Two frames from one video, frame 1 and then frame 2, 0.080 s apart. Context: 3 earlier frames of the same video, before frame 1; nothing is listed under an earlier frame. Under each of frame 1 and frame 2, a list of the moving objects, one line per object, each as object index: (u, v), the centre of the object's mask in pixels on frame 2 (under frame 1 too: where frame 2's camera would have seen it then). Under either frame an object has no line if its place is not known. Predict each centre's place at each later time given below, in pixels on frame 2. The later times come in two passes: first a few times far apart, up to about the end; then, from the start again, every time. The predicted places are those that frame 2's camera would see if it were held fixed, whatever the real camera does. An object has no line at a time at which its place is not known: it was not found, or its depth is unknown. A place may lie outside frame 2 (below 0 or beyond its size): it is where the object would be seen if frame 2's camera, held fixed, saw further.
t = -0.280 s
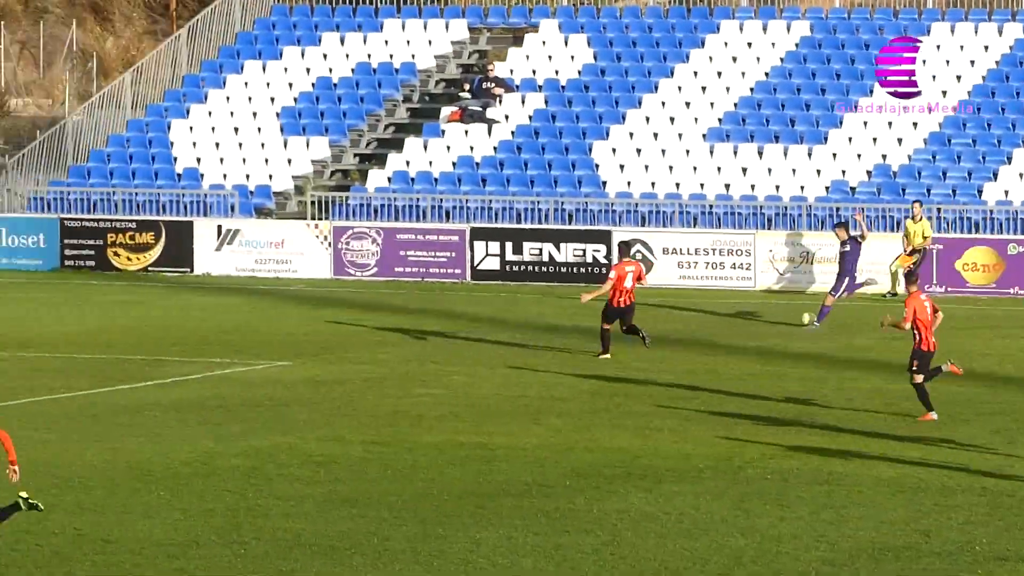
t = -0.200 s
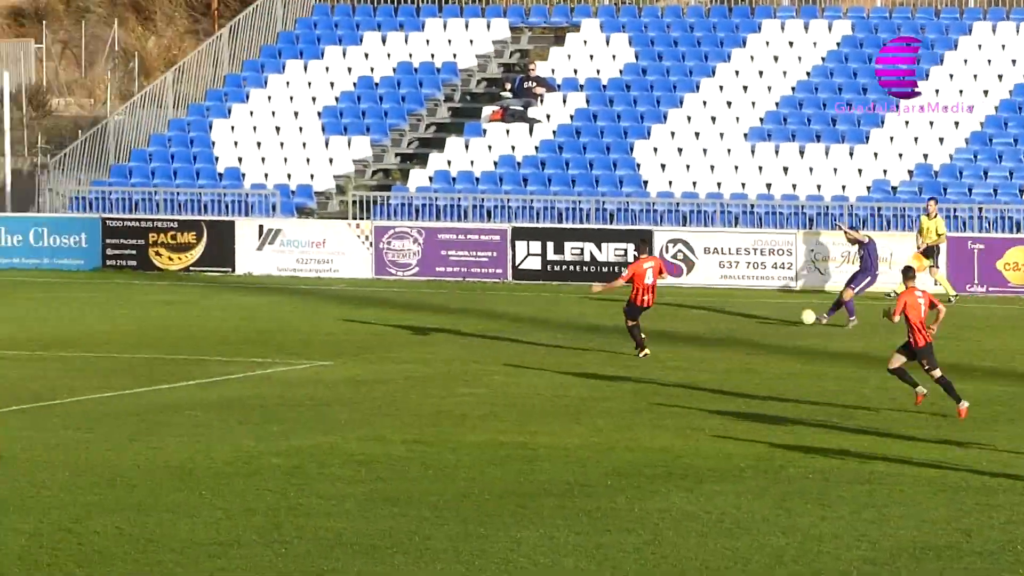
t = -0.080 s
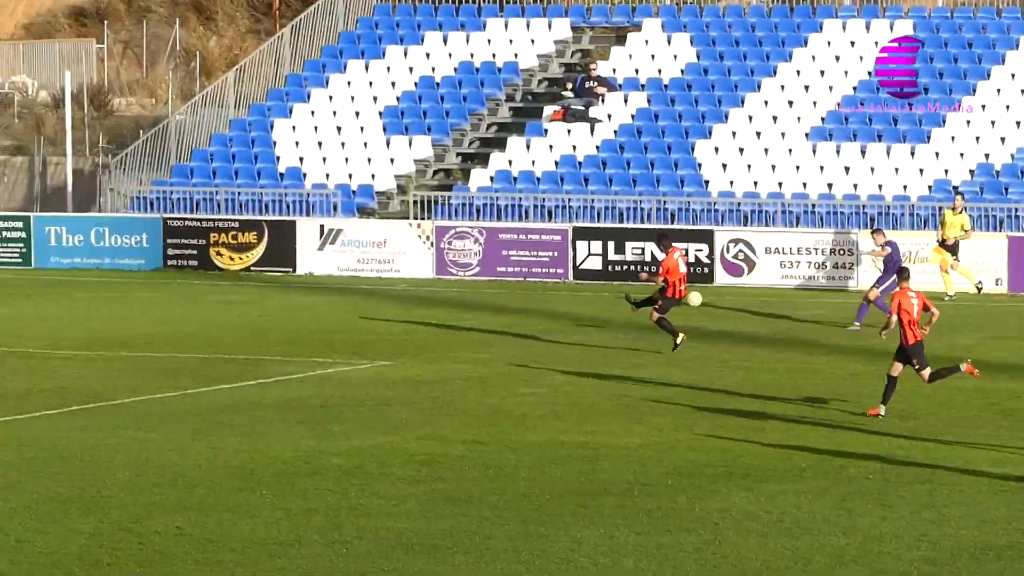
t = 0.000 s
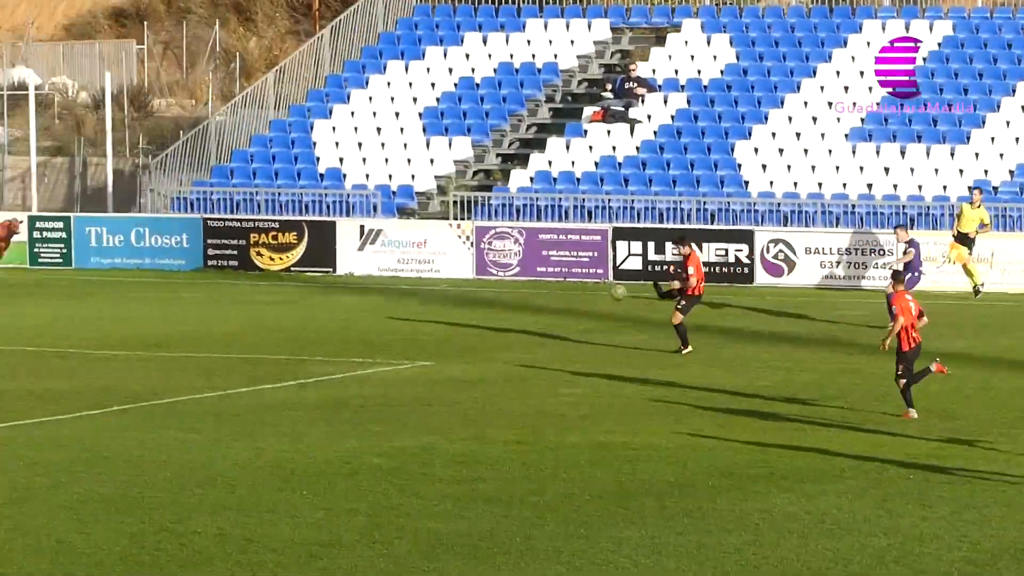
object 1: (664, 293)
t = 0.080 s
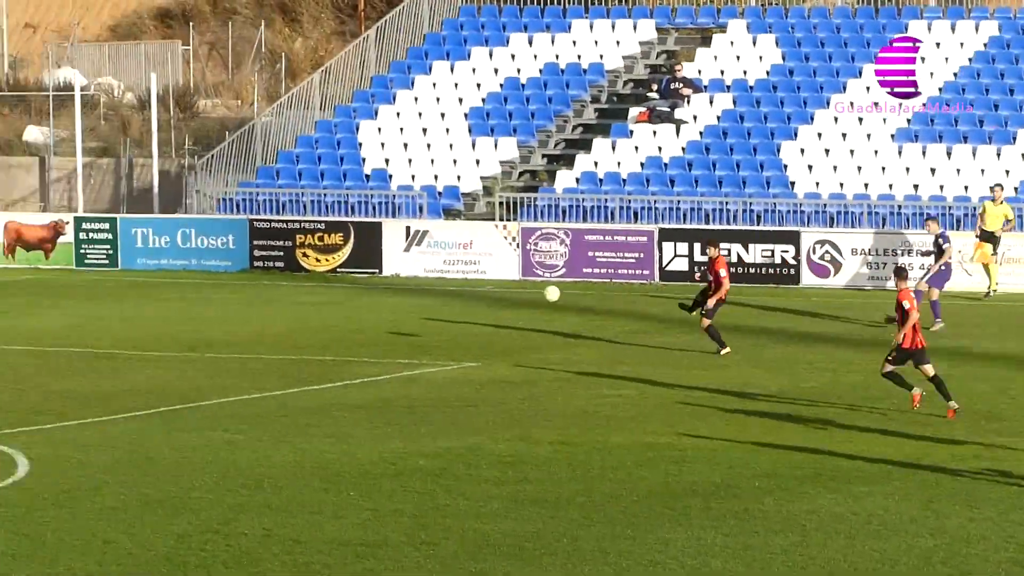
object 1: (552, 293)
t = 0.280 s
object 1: (282, 316)
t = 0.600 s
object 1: (-179, 406)
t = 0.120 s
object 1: (497, 295)
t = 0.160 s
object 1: (442, 298)
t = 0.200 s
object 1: (389, 302)
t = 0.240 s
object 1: (336, 308)
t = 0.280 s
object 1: (282, 316)
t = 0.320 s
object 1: (227, 325)
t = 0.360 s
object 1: (172, 336)
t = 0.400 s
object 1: (114, 350)
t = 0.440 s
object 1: (56, 365)
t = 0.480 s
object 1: (-3, 381)
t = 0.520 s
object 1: (-64, 400)
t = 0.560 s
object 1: (-123, 408)
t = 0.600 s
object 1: (-179, 406)
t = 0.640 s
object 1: (-238, 406)
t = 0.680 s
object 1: (-299, 408)
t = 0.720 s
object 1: (-362, 413)
